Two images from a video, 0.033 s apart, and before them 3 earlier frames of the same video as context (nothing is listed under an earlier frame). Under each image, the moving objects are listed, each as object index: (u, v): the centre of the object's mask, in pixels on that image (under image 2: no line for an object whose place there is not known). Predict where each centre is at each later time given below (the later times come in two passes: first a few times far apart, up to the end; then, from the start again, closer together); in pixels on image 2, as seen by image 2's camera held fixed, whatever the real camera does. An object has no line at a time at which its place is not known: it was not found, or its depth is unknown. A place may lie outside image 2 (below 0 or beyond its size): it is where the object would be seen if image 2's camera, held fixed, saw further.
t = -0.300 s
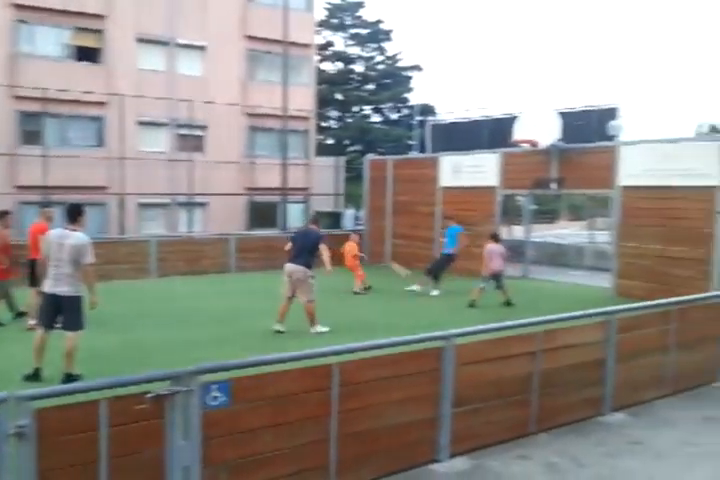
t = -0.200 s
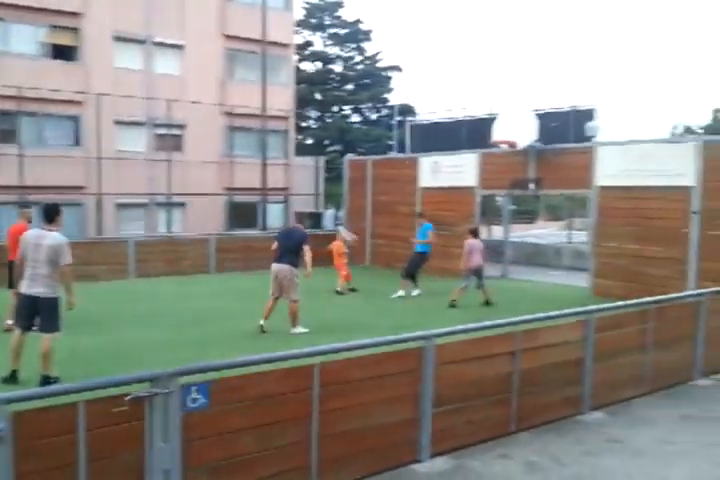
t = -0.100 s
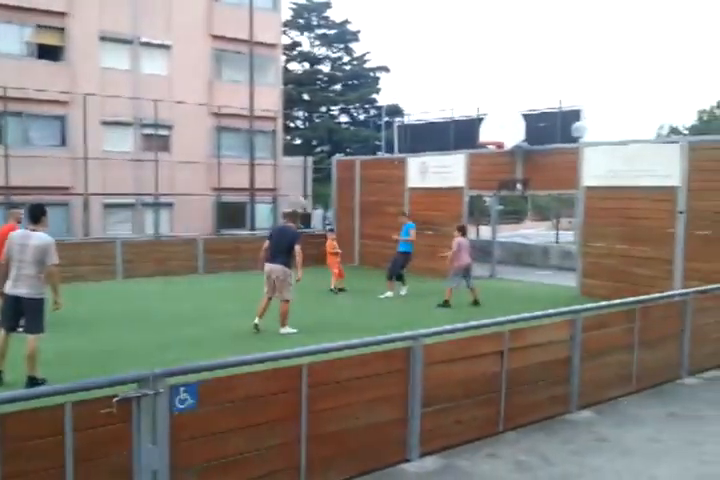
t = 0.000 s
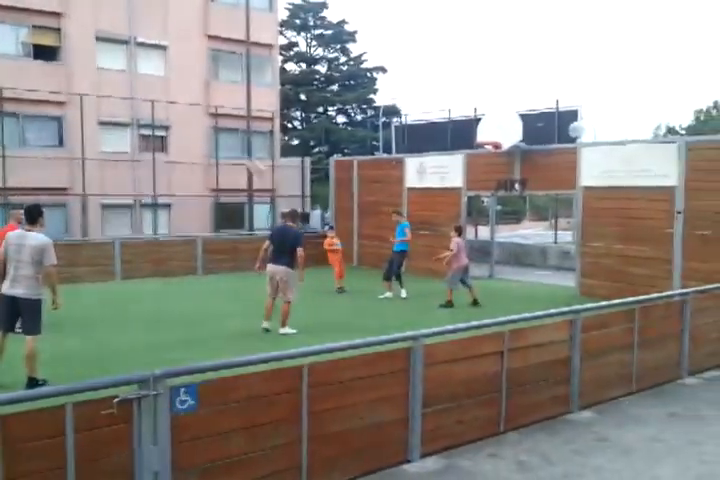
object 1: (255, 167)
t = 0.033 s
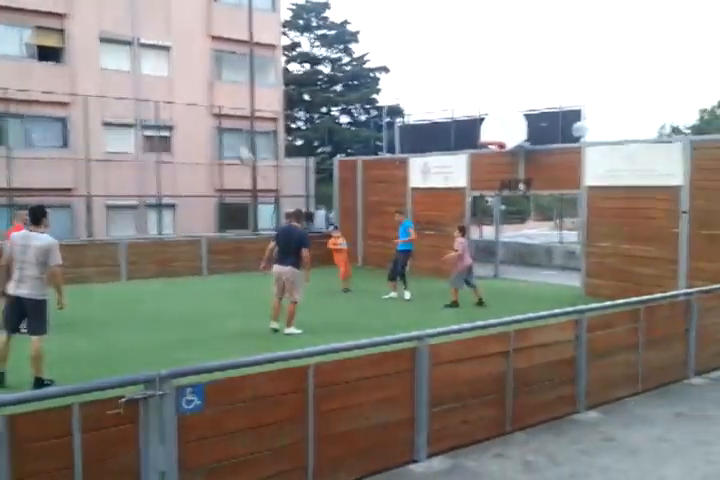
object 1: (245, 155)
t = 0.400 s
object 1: (5, 26)
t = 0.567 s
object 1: (-174, -25)
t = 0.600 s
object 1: (-220, -34)
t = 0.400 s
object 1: (5, 26)
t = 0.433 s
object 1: (-26, 15)
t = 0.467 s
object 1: (-60, 5)
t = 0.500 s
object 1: (-94, -6)
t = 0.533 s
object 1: (-133, -16)
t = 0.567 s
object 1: (-174, -25)
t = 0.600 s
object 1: (-220, -34)
